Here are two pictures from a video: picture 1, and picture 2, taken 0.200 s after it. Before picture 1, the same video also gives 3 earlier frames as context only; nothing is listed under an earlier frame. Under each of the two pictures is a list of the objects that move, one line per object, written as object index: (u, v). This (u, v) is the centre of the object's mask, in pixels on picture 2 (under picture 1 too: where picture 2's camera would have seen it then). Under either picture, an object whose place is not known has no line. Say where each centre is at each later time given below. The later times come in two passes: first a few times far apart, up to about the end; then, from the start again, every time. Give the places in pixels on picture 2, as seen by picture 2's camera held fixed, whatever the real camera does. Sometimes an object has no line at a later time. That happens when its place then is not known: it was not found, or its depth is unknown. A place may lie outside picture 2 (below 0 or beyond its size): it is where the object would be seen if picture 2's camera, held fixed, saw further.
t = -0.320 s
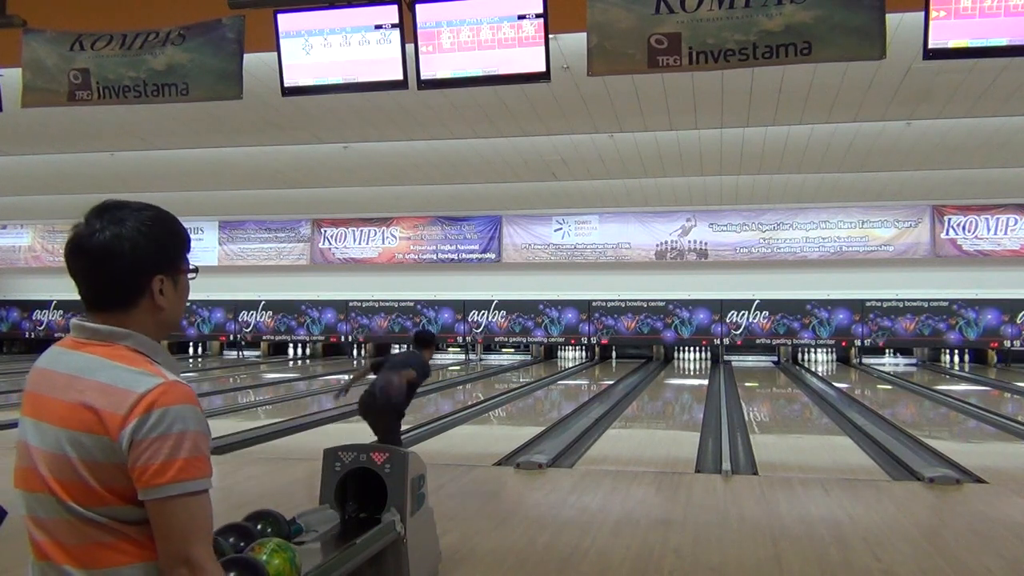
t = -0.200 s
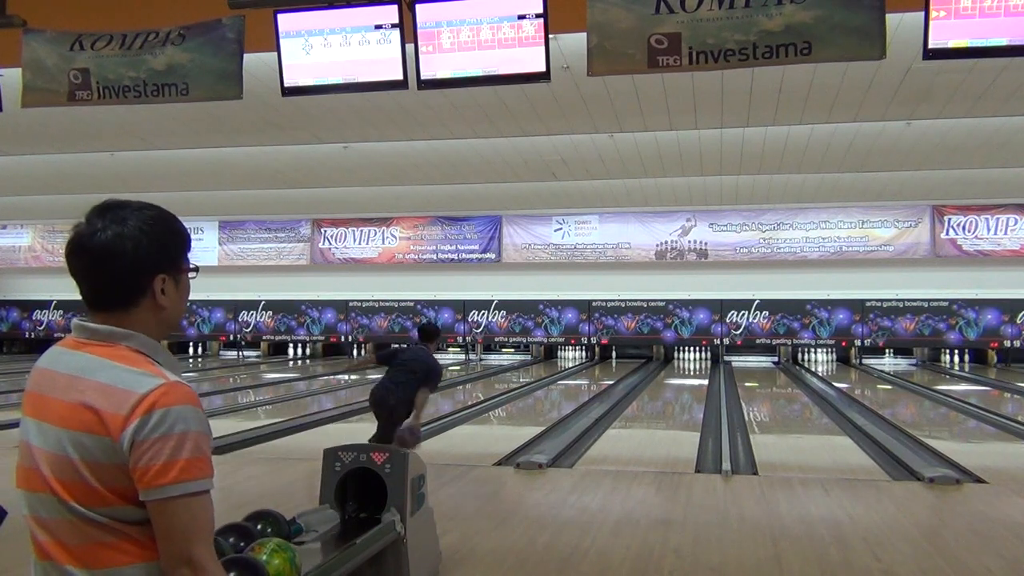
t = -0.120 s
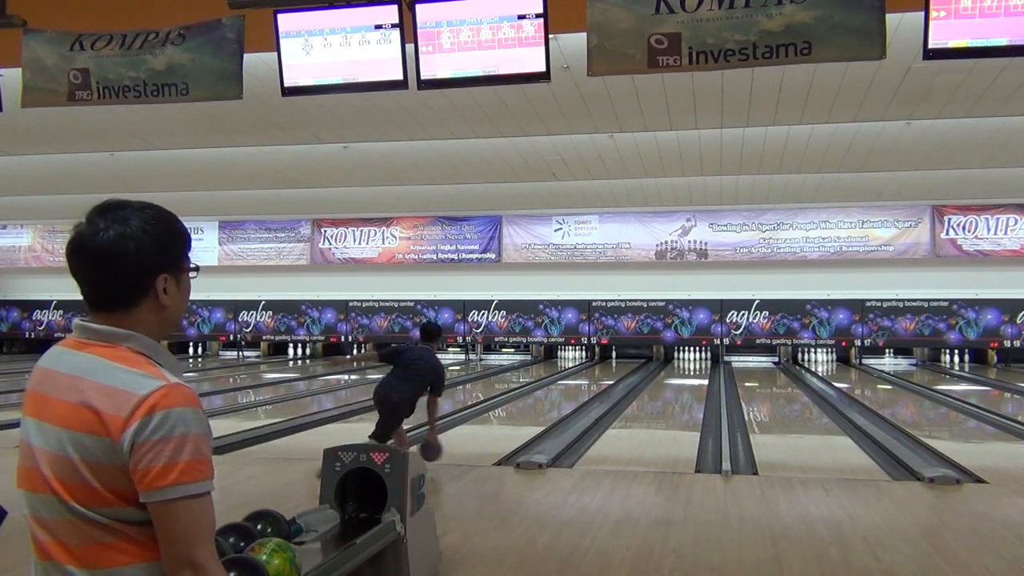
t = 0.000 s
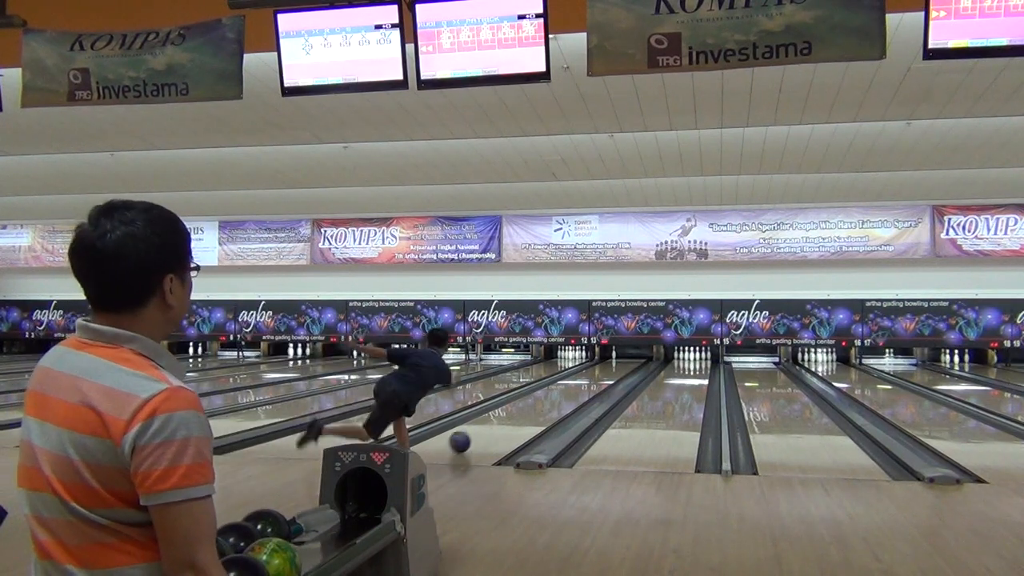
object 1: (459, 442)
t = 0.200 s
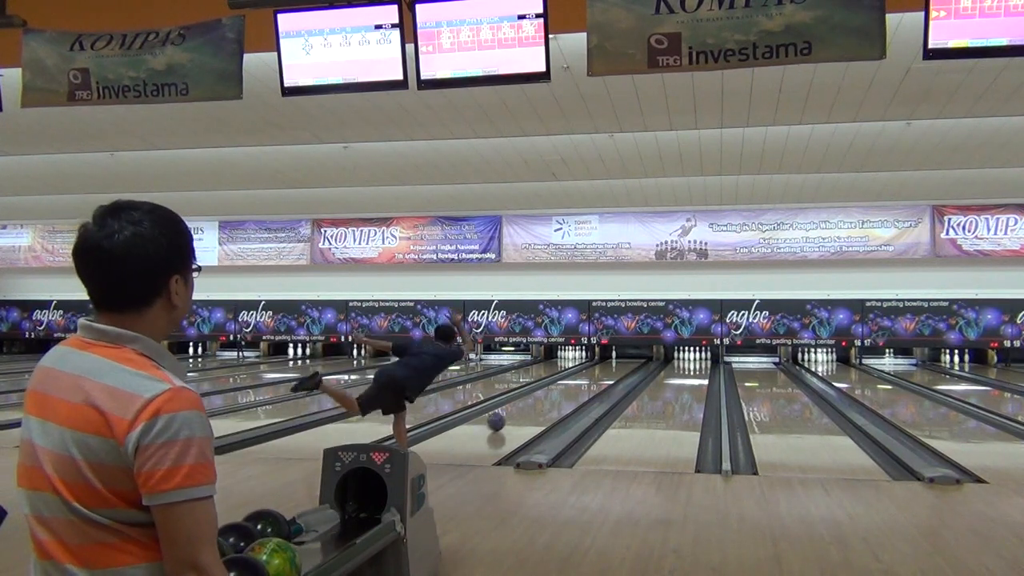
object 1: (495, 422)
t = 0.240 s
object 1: (502, 418)
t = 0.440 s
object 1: (527, 404)
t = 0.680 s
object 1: (549, 392)
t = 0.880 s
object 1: (562, 385)
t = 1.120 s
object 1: (577, 376)
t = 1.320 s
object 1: (584, 372)
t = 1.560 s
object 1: (595, 364)
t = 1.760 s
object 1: (598, 362)
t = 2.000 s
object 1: (603, 359)
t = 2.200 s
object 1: (606, 357)
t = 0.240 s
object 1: (502, 418)
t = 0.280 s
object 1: (507, 416)
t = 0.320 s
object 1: (512, 413)
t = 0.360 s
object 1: (518, 410)
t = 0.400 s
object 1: (522, 407)
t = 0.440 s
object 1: (527, 404)
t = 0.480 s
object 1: (531, 403)
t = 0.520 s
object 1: (534, 400)
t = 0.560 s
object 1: (539, 398)
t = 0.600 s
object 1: (542, 396)
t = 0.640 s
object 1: (545, 394)
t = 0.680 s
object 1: (549, 392)
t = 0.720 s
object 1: (551, 390)
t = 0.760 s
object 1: (554, 389)
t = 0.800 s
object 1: (557, 388)
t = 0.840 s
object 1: (560, 386)
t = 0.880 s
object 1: (562, 385)
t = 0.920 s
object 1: (565, 383)
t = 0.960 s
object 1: (567, 381)
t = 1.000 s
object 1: (570, 381)
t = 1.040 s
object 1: (572, 379)
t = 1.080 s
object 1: (574, 379)
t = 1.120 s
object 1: (577, 376)
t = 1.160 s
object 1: (578, 376)
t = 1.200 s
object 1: (580, 374)
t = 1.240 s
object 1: (581, 373)
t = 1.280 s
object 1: (583, 373)
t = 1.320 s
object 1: (584, 372)
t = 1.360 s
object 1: (586, 371)
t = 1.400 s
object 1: (587, 369)
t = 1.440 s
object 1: (590, 368)
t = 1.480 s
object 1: (591, 367)
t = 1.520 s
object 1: (593, 366)
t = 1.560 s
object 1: (595, 364)
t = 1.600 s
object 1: (595, 364)
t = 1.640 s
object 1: (595, 363)
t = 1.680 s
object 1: (597, 362)
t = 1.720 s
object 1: (598, 362)
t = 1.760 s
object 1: (598, 362)
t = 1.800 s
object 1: (599, 361)
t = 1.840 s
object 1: (600, 361)
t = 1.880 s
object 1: (602, 361)
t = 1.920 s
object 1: (603, 360)
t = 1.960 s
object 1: (603, 359)
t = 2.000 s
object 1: (603, 359)
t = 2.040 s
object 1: (604, 359)
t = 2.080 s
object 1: (605, 358)
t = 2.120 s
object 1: (606, 358)
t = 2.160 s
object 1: (606, 356)
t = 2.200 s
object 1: (606, 357)
